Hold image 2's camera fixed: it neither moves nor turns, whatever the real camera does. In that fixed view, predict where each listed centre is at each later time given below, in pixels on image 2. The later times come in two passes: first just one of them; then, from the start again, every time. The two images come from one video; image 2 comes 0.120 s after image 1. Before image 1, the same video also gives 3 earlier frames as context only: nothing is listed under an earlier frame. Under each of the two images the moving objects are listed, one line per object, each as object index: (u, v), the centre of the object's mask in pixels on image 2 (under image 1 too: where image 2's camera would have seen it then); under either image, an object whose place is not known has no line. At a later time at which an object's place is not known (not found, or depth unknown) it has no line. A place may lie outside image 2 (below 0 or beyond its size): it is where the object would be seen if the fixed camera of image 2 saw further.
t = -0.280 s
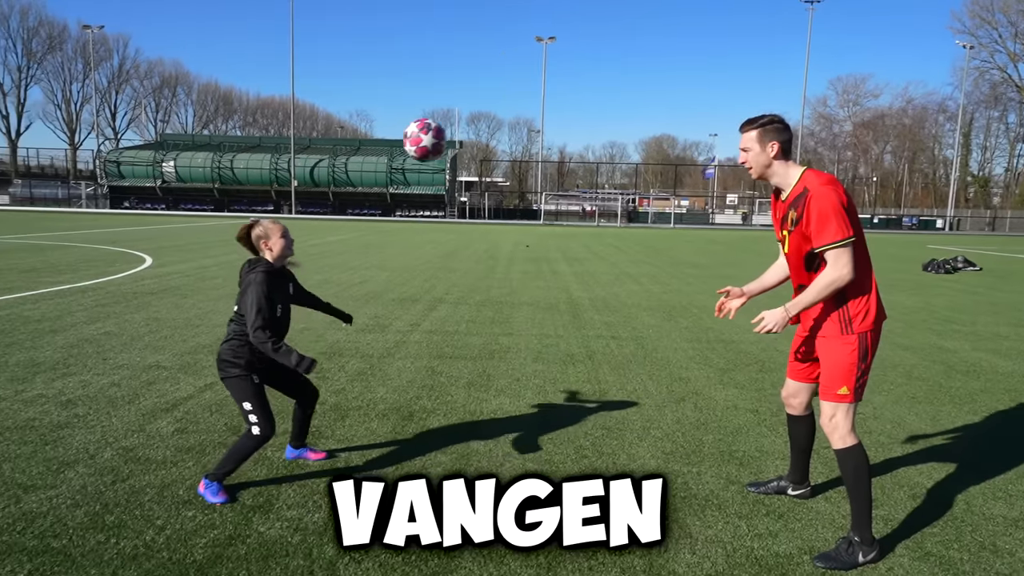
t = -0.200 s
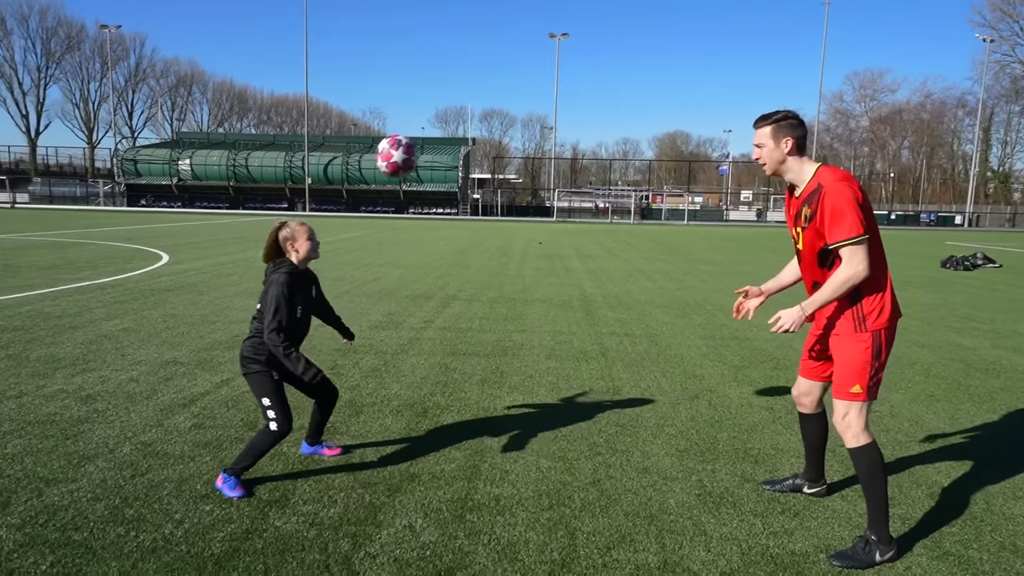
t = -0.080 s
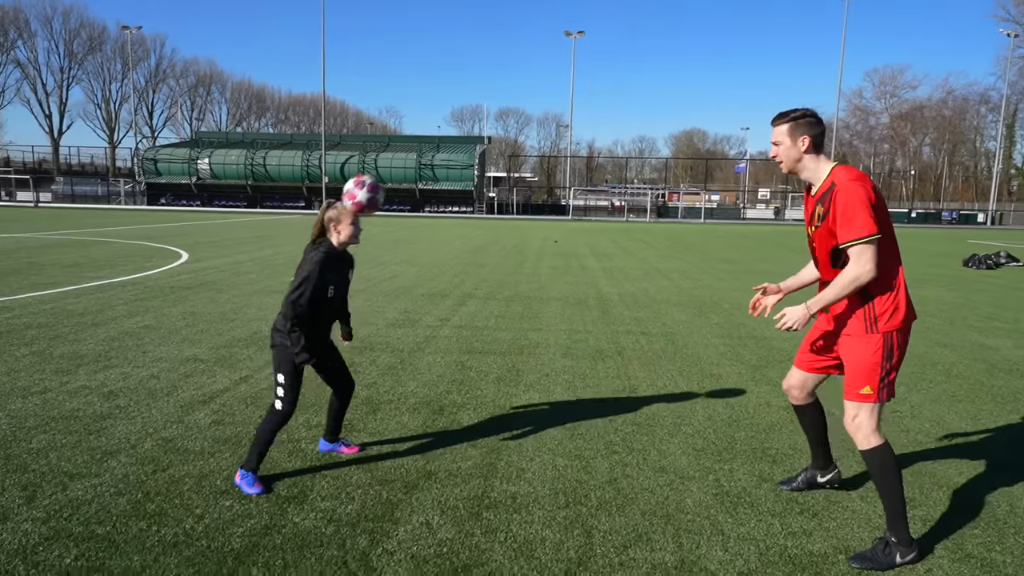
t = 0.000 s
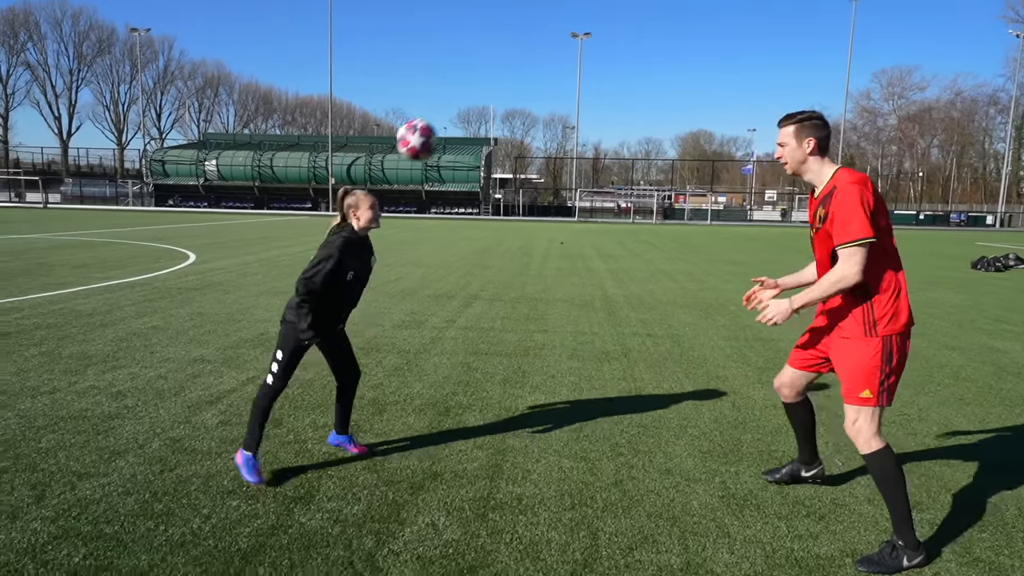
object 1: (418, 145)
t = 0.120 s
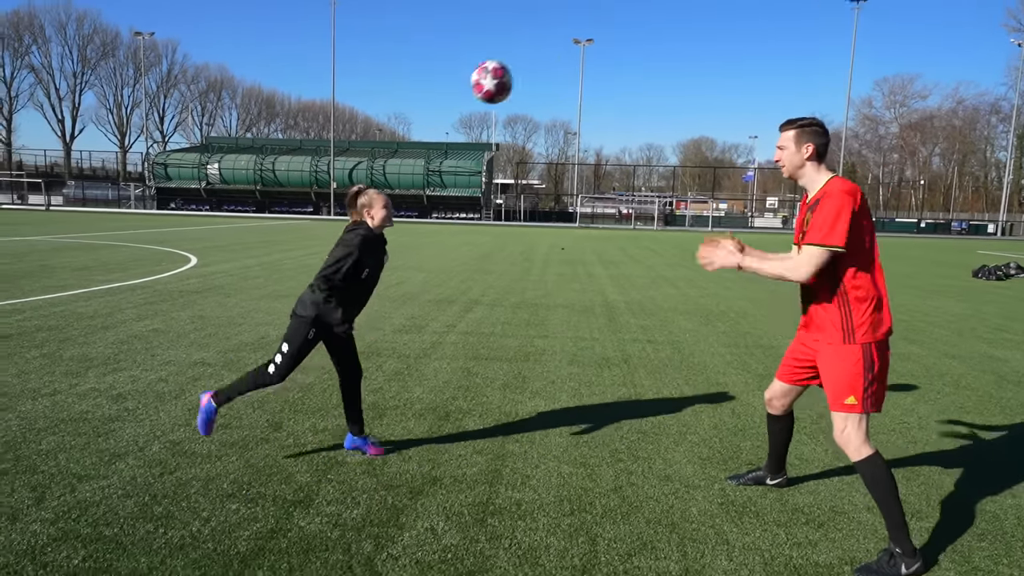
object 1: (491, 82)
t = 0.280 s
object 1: (589, 40)
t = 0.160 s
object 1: (516, 67)
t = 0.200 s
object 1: (540, 55)
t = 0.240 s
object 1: (565, 46)
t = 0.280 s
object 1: (589, 40)
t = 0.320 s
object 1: (613, 37)
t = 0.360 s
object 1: (637, 37)
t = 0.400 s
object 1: (662, 39)
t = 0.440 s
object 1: (686, 46)
